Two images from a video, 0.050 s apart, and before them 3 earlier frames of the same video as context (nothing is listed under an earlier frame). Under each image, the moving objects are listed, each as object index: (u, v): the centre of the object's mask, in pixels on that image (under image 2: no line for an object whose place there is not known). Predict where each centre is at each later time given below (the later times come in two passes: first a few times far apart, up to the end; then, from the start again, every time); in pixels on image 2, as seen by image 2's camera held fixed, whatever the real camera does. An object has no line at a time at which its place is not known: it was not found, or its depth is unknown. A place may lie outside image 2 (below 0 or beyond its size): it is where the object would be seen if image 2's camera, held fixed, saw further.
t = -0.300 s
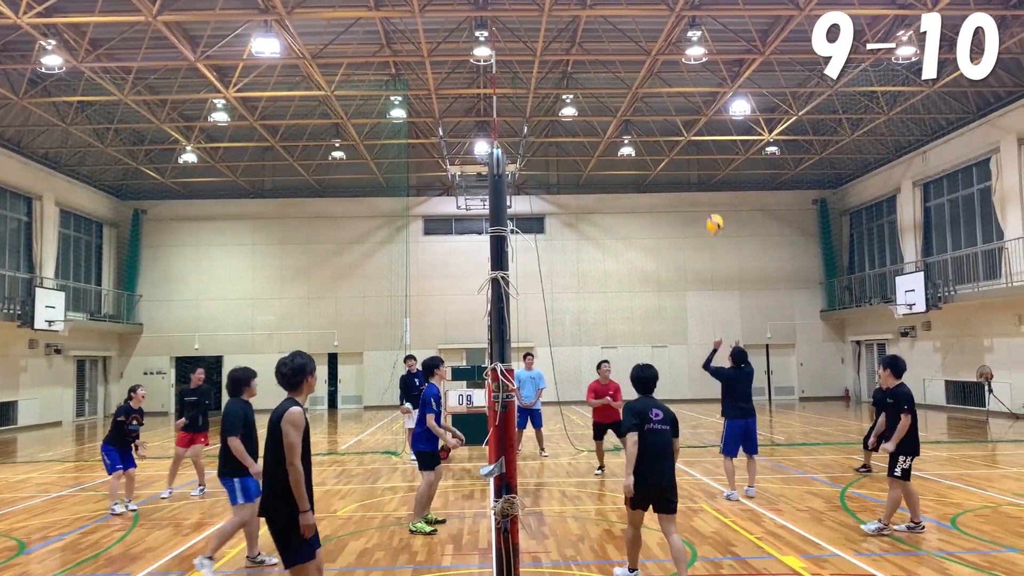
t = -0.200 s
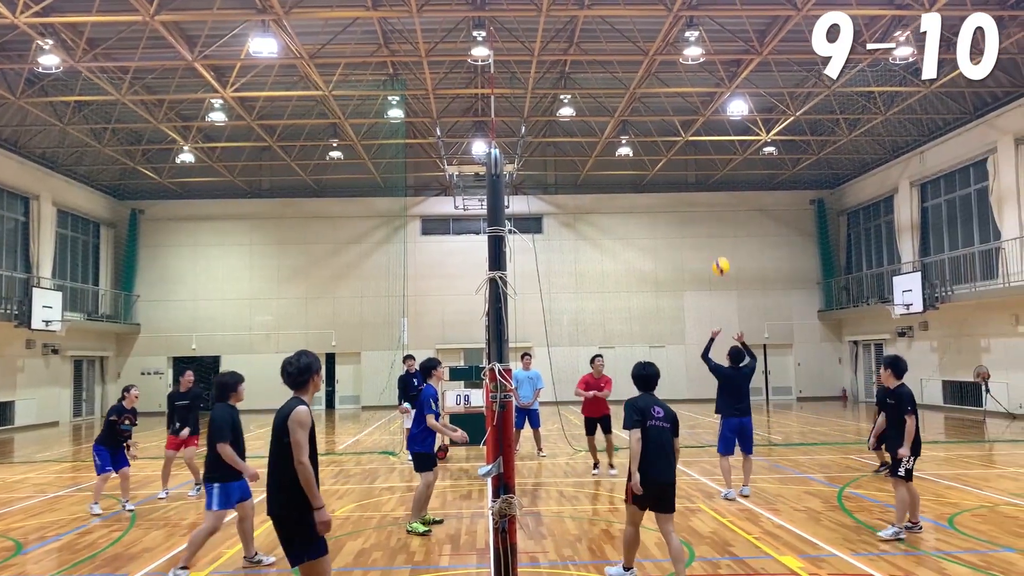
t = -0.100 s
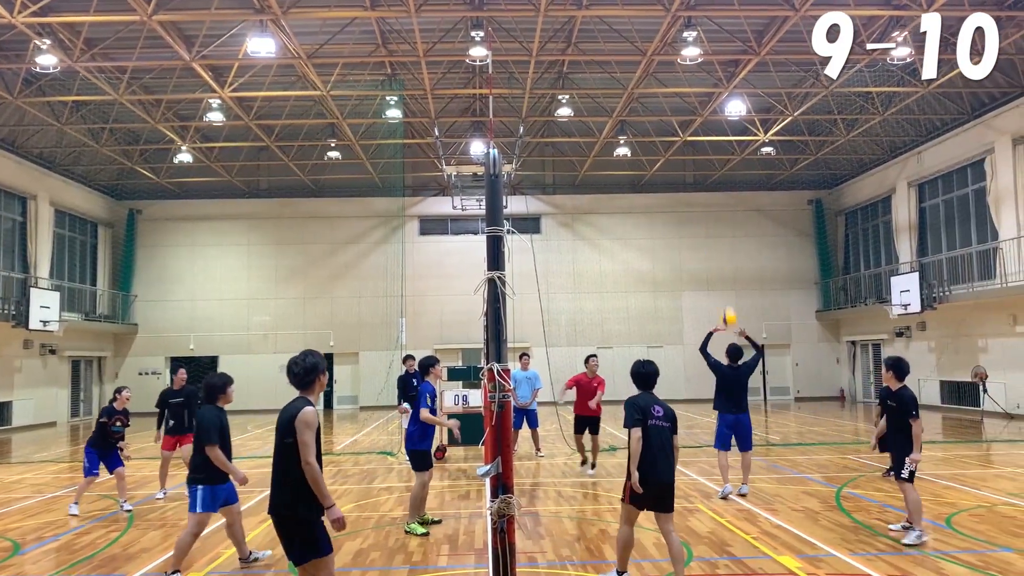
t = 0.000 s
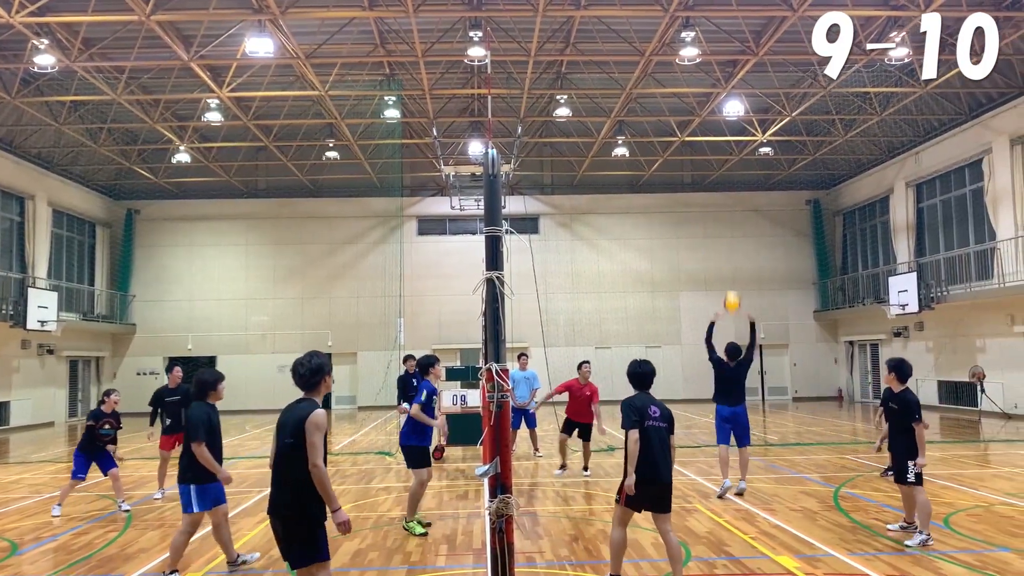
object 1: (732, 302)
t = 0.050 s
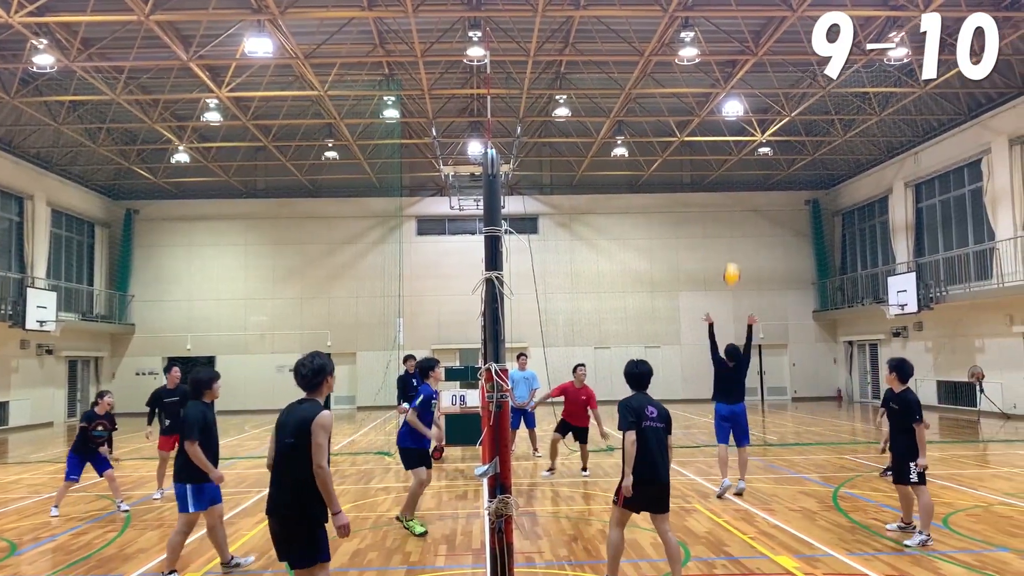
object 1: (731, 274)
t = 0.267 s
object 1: (735, 167)
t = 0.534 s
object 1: (746, 68)
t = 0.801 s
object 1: (763, 23)
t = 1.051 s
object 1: (786, 62)
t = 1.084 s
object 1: (789, 75)
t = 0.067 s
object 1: (732, 265)
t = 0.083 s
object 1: (732, 256)
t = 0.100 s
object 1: (732, 247)
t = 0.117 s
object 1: (732, 239)
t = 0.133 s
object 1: (733, 230)
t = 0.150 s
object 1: (733, 223)
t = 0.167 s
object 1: (733, 214)
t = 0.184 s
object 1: (733, 206)
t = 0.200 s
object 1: (734, 198)
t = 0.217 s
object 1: (734, 190)
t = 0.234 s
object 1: (734, 182)
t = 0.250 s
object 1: (735, 175)
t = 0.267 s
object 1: (735, 167)
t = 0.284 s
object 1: (735, 160)
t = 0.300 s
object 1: (736, 153)
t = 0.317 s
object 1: (736, 146)
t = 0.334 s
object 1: (736, 139)
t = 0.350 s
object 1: (737, 131)
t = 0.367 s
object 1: (737, 126)
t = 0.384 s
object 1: (738, 120)
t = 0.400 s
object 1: (740, 112)
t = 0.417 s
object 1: (740, 106)
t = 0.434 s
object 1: (742, 99)
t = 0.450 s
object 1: (742, 93)
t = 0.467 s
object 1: (741, 89)
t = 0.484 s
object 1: (742, 83)
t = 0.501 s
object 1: (743, 78)
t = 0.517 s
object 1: (745, 73)
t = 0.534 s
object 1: (746, 68)
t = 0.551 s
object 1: (747, 63)
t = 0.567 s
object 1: (747, 58)
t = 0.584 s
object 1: (748, 54)
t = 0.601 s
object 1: (749, 51)
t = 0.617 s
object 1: (750, 47)
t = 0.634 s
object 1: (751, 44)
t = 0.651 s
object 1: (752, 40)
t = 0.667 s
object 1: (753, 38)
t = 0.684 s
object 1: (754, 35)
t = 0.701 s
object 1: (756, 32)
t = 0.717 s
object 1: (757, 30)
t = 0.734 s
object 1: (758, 28)
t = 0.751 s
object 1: (759, 27)
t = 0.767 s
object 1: (760, 25)
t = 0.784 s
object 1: (761, 24)
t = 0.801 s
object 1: (763, 23)
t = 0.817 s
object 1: (764, 23)
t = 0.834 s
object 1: (765, 23)
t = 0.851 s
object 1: (766, 24)
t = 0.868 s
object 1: (768, 24)
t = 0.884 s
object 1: (769, 25)
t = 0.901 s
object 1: (771, 27)
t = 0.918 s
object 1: (772, 29)
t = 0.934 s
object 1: (774, 31)
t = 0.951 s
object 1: (775, 34)
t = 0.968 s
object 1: (777, 37)
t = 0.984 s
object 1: (779, 41)
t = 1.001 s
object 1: (780, 45)
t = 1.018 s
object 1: (782, 50)
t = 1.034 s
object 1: (784, 56)
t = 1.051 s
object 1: (786, 62)
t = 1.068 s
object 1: (787, 68)
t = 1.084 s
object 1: (789, 75)
